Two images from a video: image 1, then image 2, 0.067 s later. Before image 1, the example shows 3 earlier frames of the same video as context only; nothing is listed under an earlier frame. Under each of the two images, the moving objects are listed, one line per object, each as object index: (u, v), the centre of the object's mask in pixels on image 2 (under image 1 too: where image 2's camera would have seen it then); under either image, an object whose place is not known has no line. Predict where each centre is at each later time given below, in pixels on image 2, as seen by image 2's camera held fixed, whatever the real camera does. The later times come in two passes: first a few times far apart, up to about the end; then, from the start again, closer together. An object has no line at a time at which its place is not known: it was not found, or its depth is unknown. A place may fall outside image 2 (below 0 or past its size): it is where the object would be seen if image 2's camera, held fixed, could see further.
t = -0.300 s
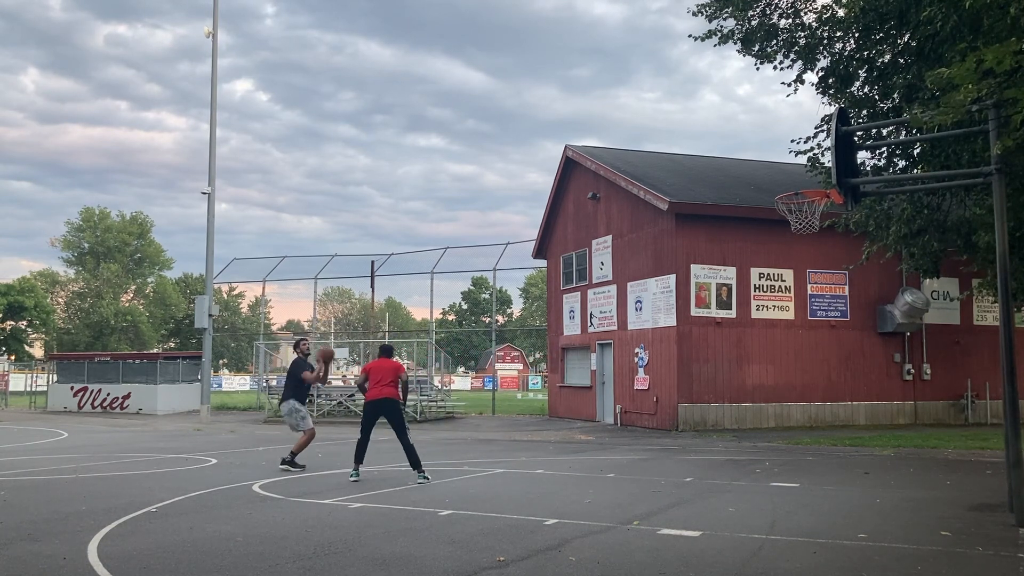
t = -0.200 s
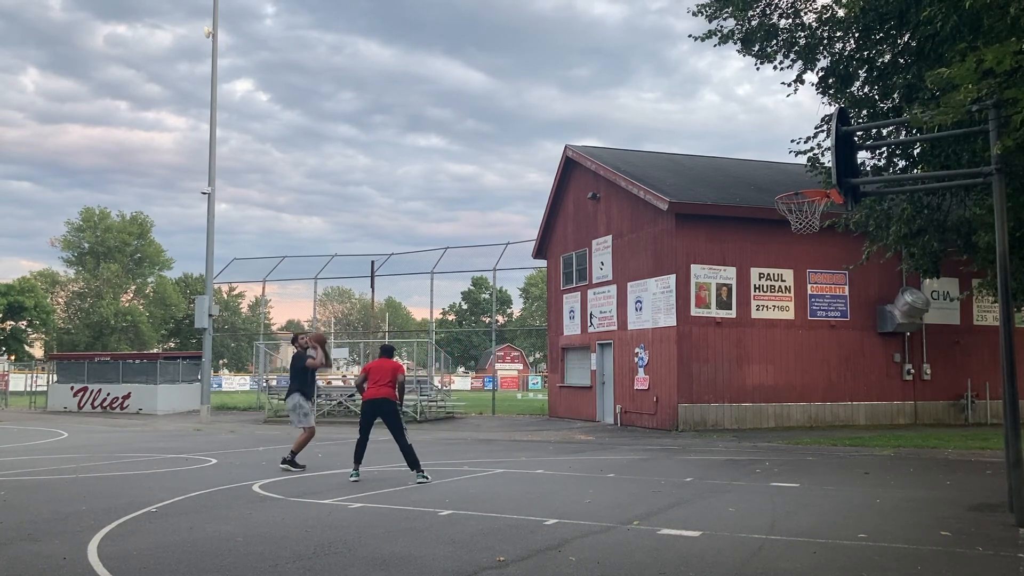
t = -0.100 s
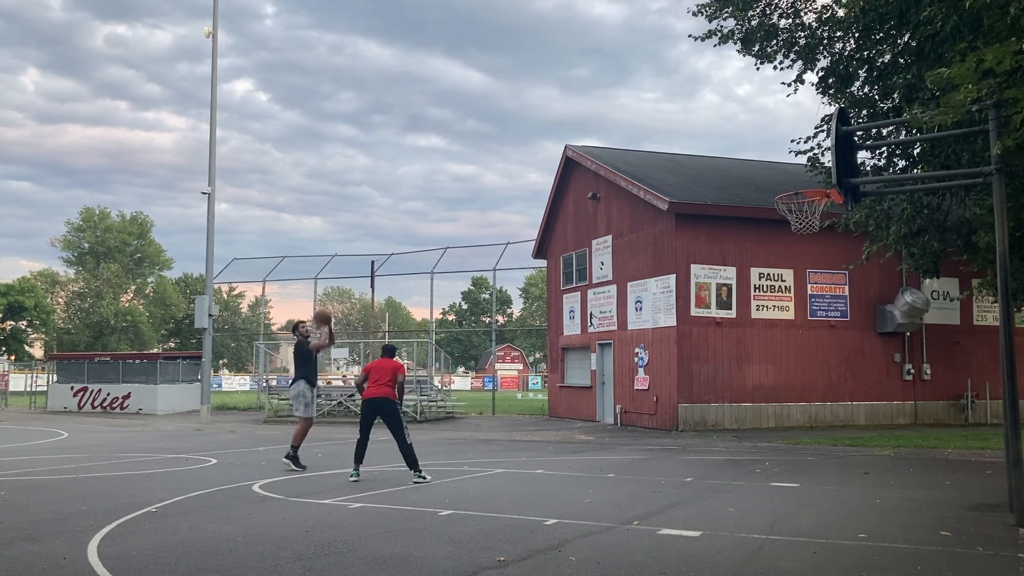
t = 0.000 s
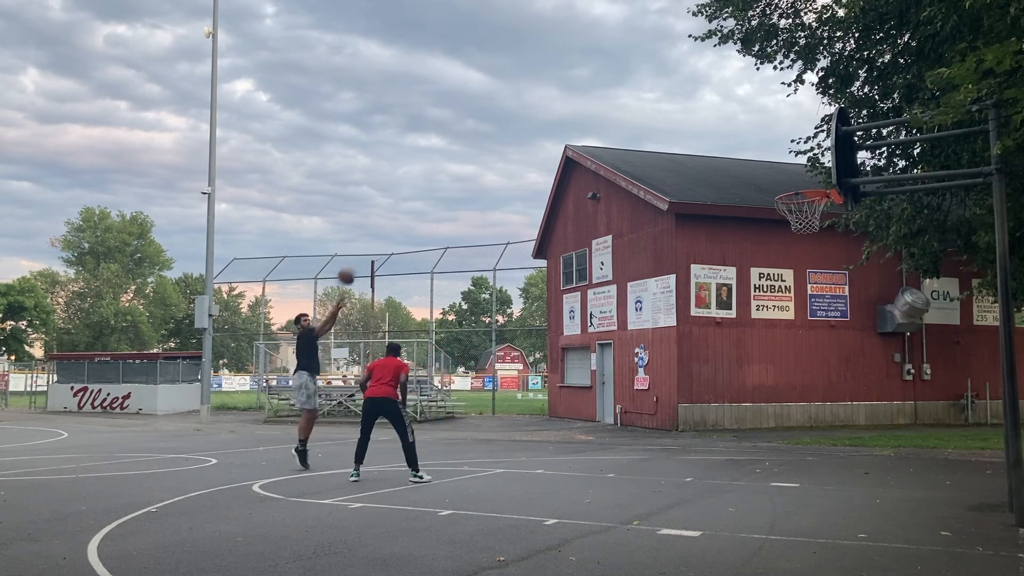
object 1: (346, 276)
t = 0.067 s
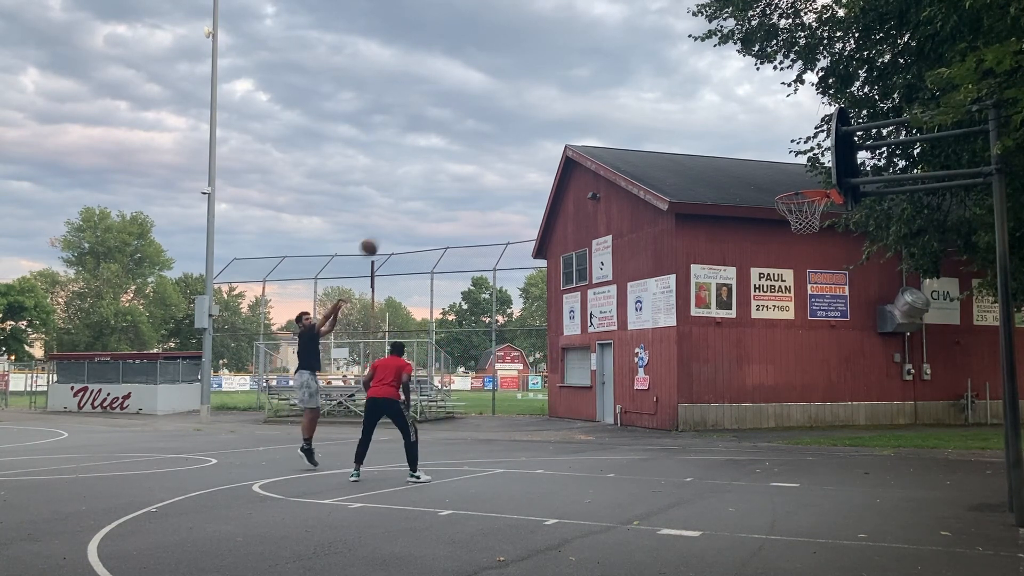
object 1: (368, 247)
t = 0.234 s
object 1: (428, 185)
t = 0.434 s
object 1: (504, 134)
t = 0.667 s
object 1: (601, 109)
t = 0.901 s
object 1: (711, 131)
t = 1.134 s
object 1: (820, 174)
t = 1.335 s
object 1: (808, 125)
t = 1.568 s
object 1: (767, 124)
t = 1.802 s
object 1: (728, 175)
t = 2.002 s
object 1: (693, 261)
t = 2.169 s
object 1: (666, 367)
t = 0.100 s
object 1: (380, 233)
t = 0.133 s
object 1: (392, 220)
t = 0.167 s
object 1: (404, 207)
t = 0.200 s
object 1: (416, 196)
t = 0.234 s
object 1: (428, 185)
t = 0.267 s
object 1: (440, 174)
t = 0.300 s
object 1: (453, 165)
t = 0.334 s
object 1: (465, 156)
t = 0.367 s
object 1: (478, 148)
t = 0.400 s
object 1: (491, 140)
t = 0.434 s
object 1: (504, 134)
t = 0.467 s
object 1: (517, 128)
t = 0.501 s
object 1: (530, 122)
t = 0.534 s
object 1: (544, 118)
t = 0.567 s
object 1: (558, 114)
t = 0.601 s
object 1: (572, 112)
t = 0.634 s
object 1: (586, 110)
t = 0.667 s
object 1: (601, 109)
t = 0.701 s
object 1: (616, 109)
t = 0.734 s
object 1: (631, 110)
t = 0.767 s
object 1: (646, 112)
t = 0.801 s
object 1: (661, 115)
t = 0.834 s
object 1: (678, 120)
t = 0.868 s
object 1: (694, 125)
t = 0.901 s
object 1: (711, 131)
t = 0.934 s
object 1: (729, 138)
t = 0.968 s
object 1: (746, 147)
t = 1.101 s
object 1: (814, 182)
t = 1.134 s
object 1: (820, 174)
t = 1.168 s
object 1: (822, 161)
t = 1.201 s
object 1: (825, 150)
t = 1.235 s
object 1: (822, 141)
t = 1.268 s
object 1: (819, 135)
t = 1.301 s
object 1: (814, 129)
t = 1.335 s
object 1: (808, 125)
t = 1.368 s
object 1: (802, 121)
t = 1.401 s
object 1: (796, 119)
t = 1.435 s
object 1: (790, 117)
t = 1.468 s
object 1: (784, 117)
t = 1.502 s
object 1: (779, 118)
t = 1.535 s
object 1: (773, 120)
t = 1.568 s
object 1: (767, 124)
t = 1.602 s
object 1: (761, 128)
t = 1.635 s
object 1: (755, 133)
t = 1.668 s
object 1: (749, 140)
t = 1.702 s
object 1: (744, 147)
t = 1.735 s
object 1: (738, 156)
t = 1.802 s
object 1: (728, 175)
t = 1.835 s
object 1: (722, 187)
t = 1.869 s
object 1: (716, 200)
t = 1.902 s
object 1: (708, 213)
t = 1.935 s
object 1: (704, 228)
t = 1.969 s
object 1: (699, 245)
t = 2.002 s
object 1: (693, 261)
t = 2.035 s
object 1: (687, 279)
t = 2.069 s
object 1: (682, 300)
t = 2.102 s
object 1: (677, 320)
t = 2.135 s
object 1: (672, 344)
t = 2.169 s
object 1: (666, 367)
